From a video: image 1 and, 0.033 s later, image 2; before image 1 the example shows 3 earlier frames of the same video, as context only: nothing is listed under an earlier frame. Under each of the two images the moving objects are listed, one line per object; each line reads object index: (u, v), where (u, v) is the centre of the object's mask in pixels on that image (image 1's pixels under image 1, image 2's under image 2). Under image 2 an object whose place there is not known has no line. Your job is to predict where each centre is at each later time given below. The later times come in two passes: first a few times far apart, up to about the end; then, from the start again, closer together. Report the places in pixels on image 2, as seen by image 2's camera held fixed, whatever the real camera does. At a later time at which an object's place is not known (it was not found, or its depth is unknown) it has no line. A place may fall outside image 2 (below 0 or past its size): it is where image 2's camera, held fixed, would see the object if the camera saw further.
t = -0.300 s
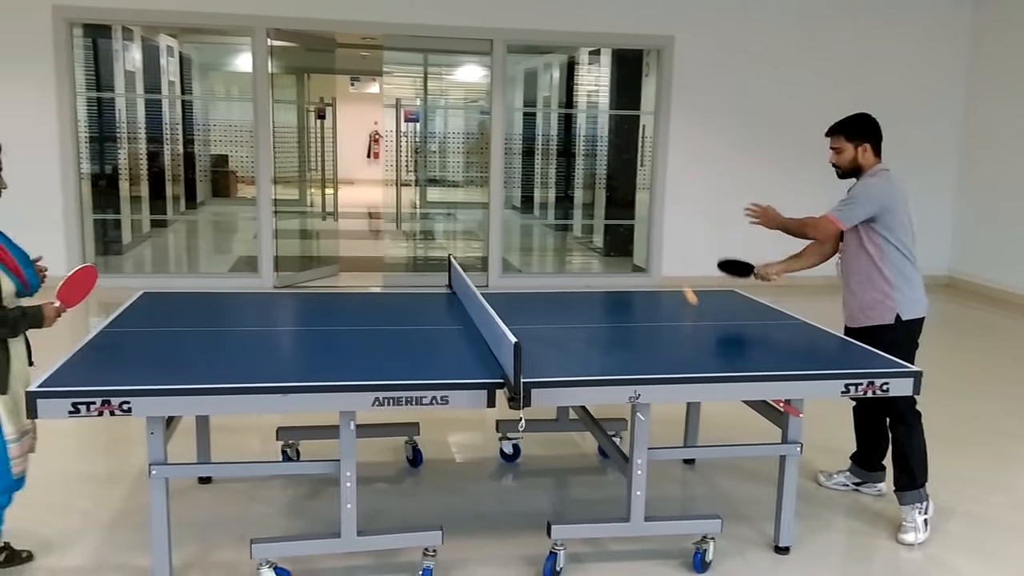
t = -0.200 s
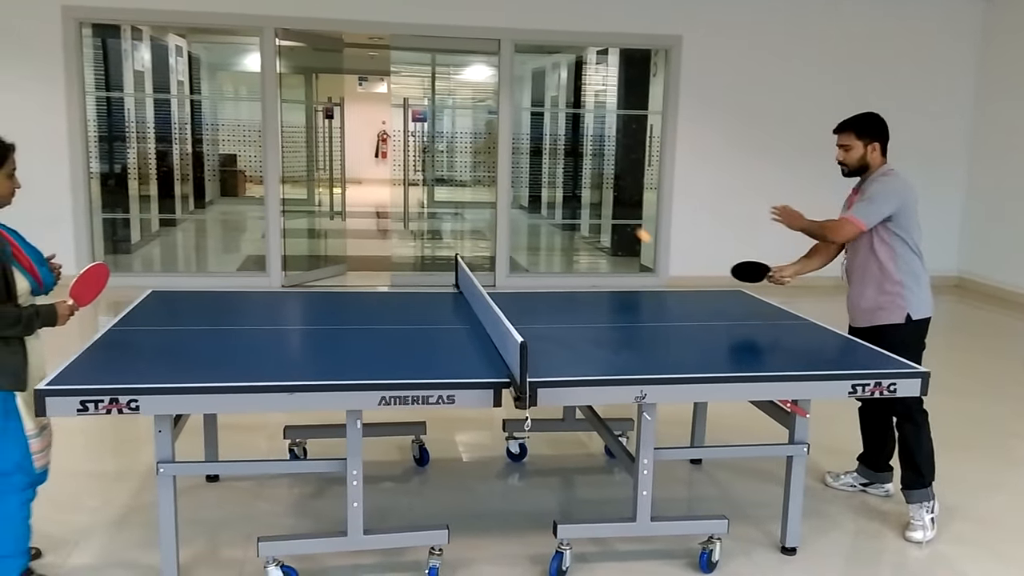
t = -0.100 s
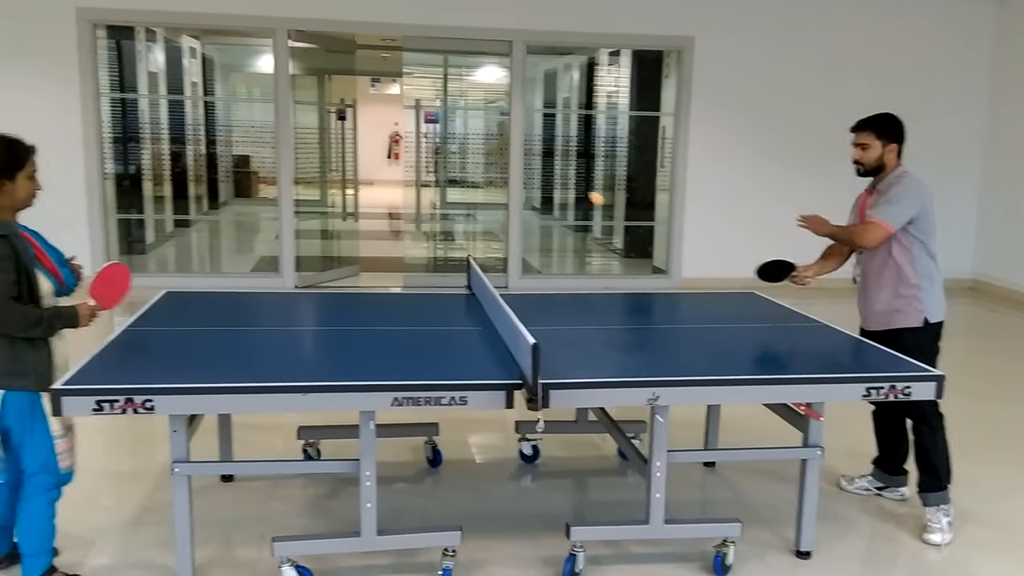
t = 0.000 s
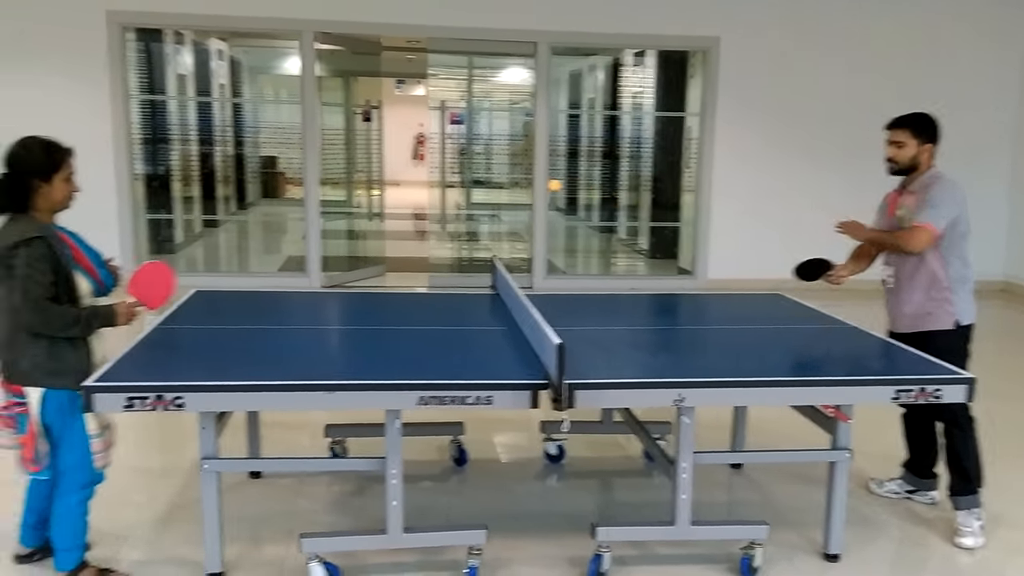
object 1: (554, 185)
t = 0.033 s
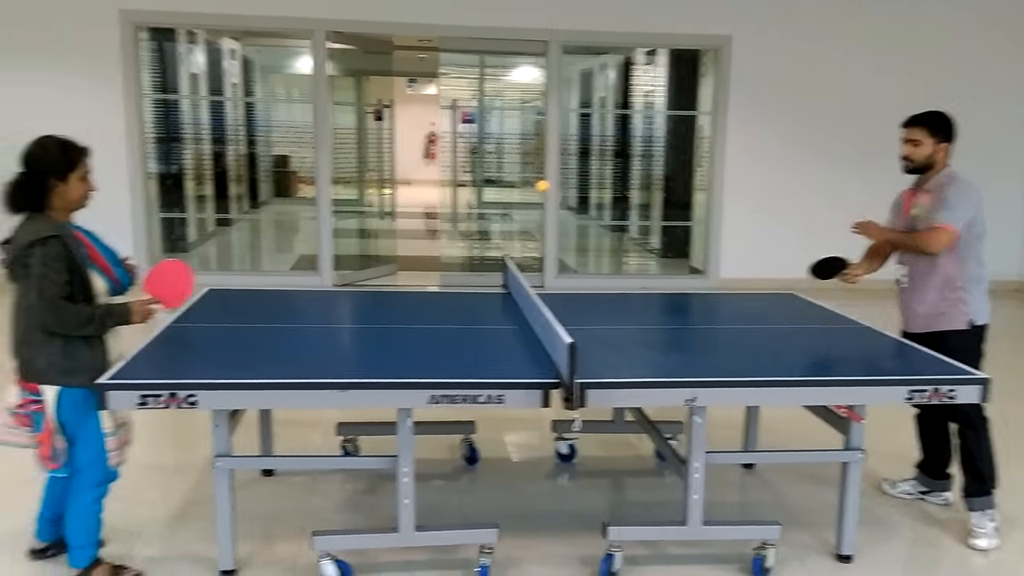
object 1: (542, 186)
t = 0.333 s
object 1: (318, 351)
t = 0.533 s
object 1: (190, 261)
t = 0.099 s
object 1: (494, 199)
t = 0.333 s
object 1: (318, 351)
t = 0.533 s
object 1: (190, 261)
